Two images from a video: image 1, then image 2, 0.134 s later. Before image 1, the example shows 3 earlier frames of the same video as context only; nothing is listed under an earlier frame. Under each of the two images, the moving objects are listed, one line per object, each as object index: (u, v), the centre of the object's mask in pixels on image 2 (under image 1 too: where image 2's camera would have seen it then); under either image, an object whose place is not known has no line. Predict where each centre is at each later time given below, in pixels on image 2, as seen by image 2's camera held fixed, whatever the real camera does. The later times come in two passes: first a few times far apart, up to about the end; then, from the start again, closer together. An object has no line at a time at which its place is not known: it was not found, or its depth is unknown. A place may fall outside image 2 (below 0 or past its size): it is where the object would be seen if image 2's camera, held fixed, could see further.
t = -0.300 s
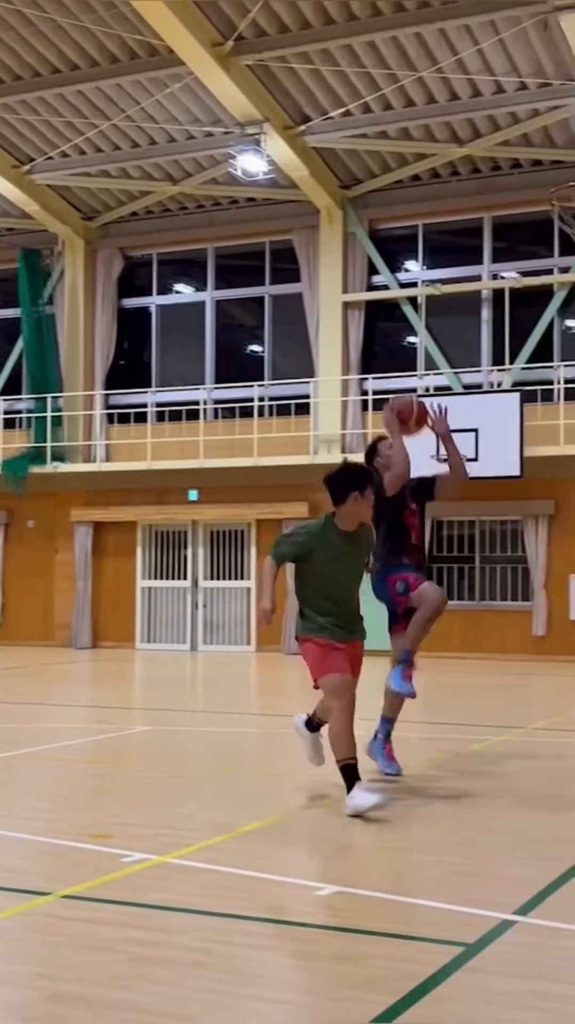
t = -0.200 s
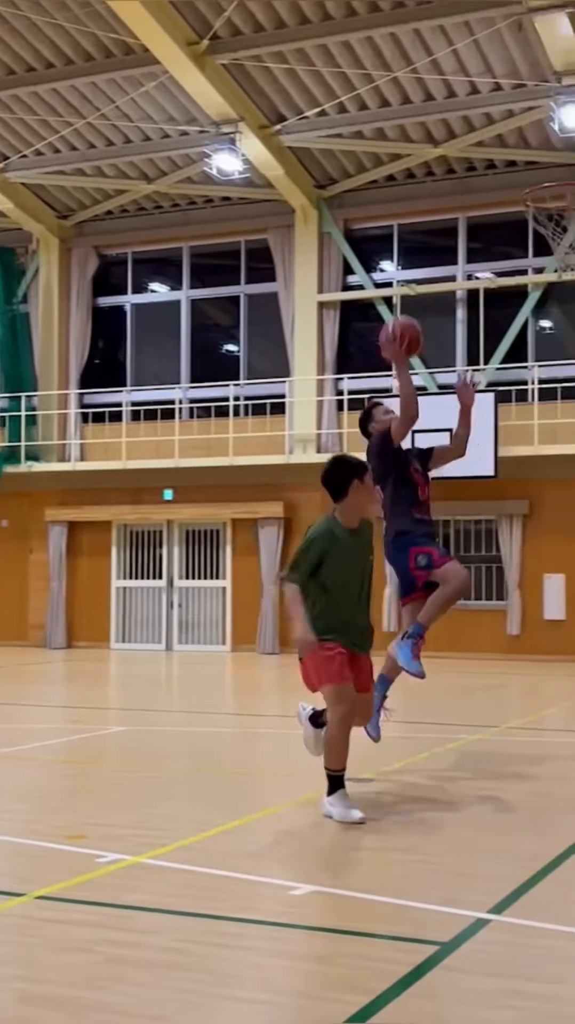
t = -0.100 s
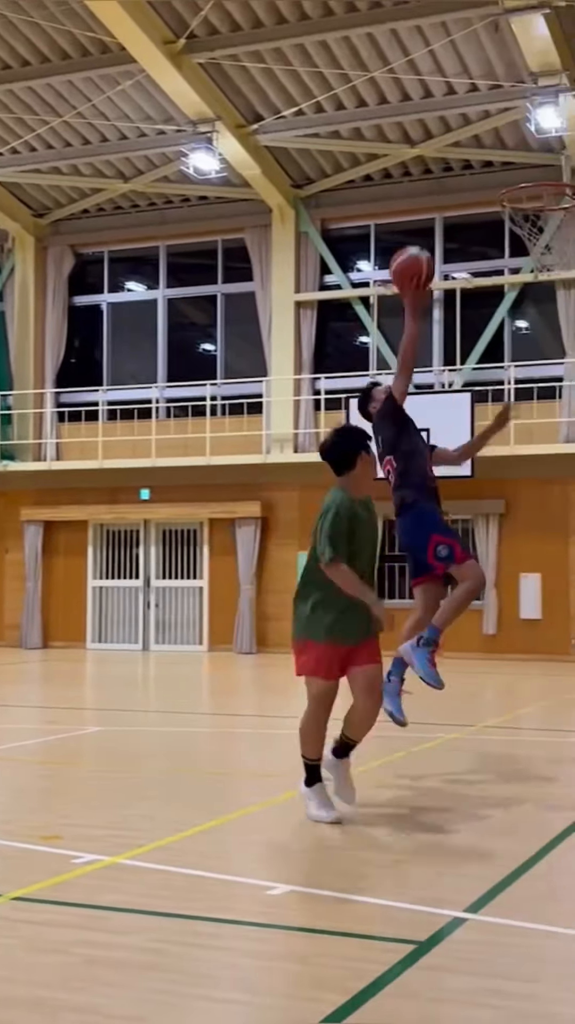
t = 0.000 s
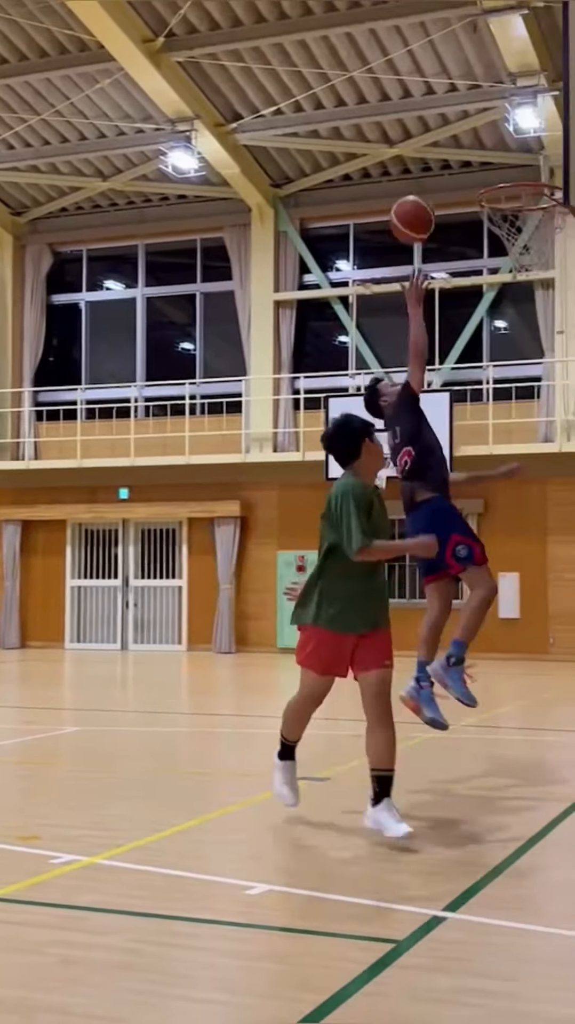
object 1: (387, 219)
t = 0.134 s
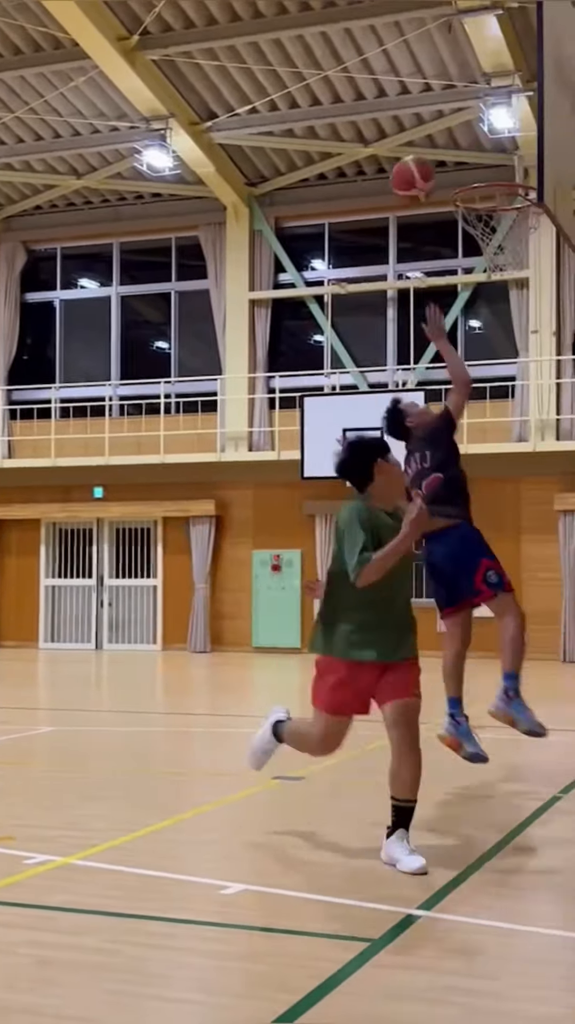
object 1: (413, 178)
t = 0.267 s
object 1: (438, 171)
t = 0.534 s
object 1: (489, 190)
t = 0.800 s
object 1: (505, 260)
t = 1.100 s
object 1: (501, 441)
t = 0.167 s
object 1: (420, 174)
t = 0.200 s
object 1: (427, 172)
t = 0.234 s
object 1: (432, 172)
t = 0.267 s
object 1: (438, 171)
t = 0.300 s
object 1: (444, 175)
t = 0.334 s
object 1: (451, 175)
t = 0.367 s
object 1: (457, 172)
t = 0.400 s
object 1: (463, 170)
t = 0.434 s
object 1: (469, 171)
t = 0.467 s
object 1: (475, 172)
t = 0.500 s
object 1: (482, 173)
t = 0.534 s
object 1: (489, 190)
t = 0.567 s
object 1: (498, 197)
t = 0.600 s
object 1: (505, 207)
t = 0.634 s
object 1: (508, 218)
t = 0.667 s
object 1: (511, 225)
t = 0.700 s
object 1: (514, 229)
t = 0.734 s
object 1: (506, 240)
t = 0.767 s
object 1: (507, 253)
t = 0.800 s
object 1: (505, 260)
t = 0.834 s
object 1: (505, 274)
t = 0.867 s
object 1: (505, 288)
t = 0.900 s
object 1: (503, 303)
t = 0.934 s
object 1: (503, 321)
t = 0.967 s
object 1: (503, 341)
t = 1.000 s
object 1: (502, 362)
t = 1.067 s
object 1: (501, 413)
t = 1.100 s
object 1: (501, 441)
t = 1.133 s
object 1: (502, 472)
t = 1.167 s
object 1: (501, 502)
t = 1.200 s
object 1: (500, 534)
